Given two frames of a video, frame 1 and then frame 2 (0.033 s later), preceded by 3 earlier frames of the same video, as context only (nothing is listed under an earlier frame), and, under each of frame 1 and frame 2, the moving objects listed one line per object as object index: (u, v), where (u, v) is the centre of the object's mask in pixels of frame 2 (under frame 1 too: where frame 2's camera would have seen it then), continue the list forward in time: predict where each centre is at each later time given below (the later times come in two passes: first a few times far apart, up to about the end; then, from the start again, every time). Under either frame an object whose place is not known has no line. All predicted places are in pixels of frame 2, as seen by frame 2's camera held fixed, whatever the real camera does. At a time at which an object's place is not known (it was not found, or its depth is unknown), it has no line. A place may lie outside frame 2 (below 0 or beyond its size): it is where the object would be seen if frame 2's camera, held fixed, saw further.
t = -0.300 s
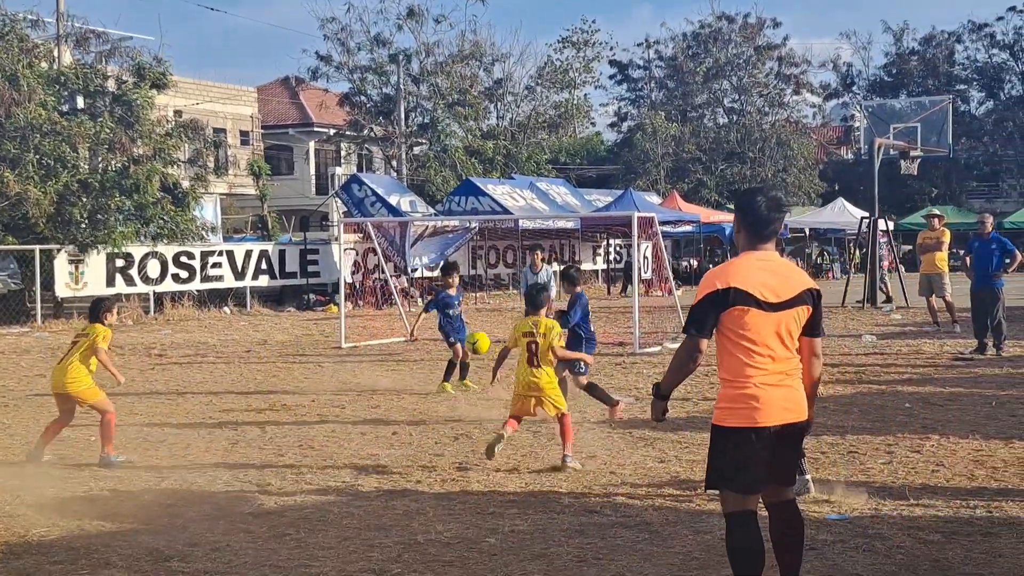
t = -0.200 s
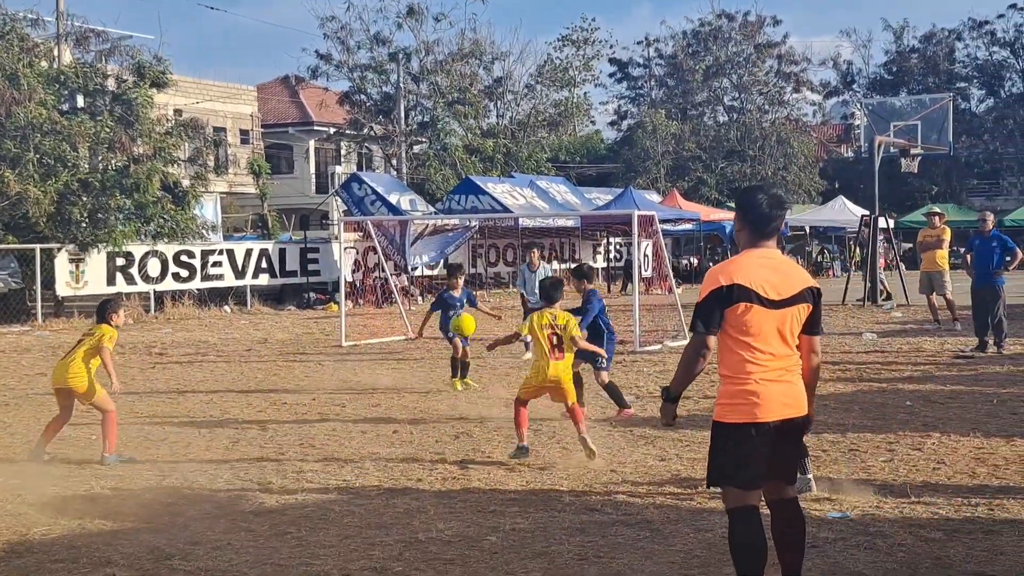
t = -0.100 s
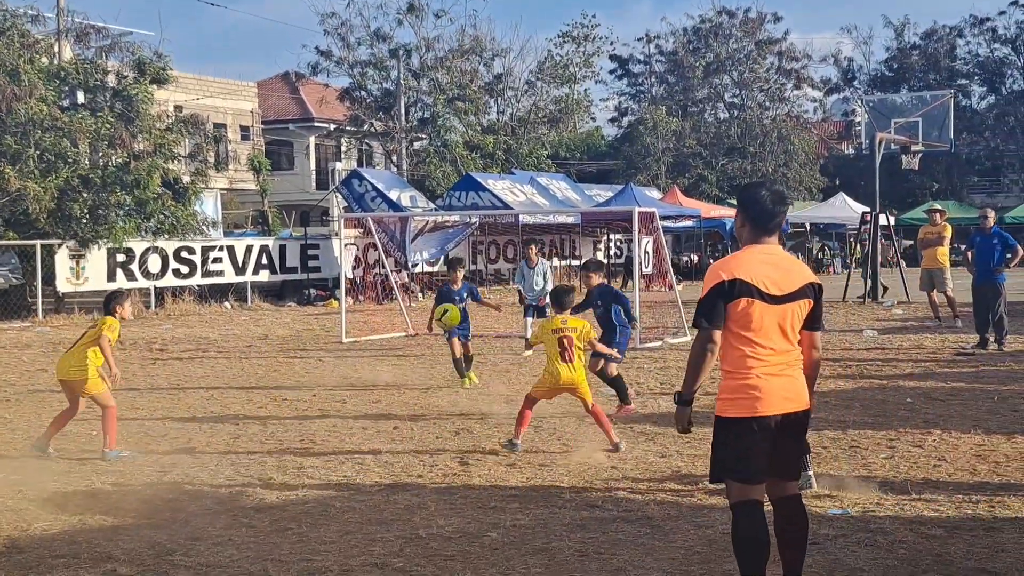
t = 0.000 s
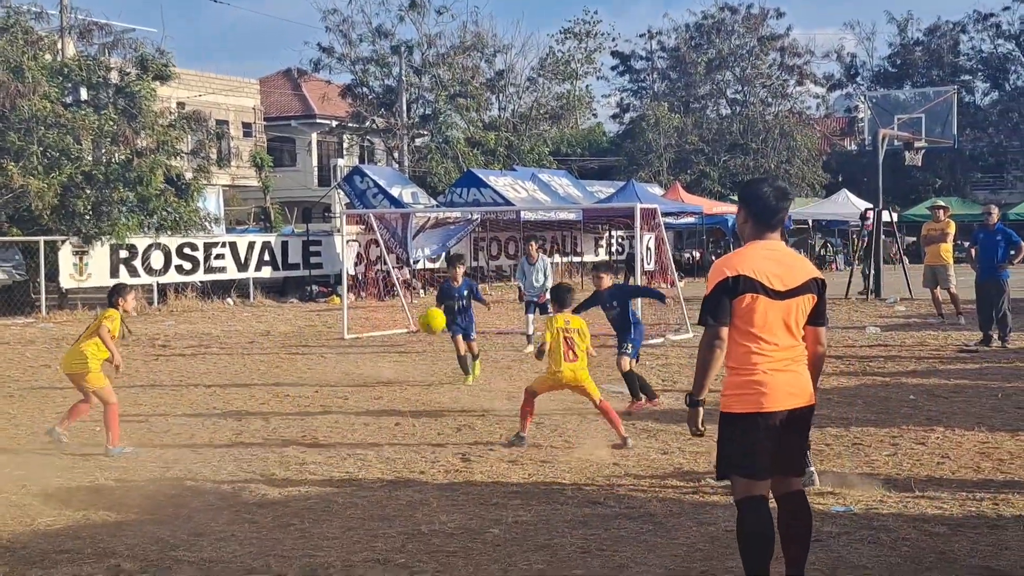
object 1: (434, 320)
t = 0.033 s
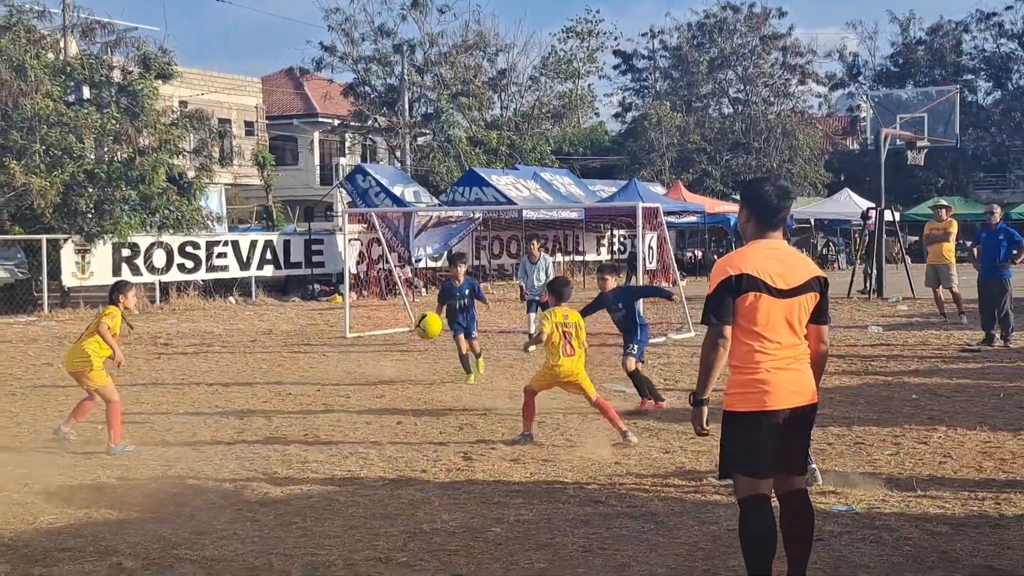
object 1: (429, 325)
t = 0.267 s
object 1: (383, 413)
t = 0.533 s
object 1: (317, 443)
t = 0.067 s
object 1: (423, 333)
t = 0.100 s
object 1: (416, 342)
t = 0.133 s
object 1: (410, 352)
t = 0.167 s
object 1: (404, 364)
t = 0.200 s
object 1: (397, 379)
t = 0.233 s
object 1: (391, 395)
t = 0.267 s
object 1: (383, 413)
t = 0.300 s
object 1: (376, 433)
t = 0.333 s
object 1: (369, 432)
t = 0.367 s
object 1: (361, 430)
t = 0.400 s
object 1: (353, 429)
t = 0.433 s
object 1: (344, 429)
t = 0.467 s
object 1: (335, 432)
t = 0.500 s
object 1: (326, 436)
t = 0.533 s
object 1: (317, 443)
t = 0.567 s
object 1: (307, 451)
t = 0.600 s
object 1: (297, 462)
